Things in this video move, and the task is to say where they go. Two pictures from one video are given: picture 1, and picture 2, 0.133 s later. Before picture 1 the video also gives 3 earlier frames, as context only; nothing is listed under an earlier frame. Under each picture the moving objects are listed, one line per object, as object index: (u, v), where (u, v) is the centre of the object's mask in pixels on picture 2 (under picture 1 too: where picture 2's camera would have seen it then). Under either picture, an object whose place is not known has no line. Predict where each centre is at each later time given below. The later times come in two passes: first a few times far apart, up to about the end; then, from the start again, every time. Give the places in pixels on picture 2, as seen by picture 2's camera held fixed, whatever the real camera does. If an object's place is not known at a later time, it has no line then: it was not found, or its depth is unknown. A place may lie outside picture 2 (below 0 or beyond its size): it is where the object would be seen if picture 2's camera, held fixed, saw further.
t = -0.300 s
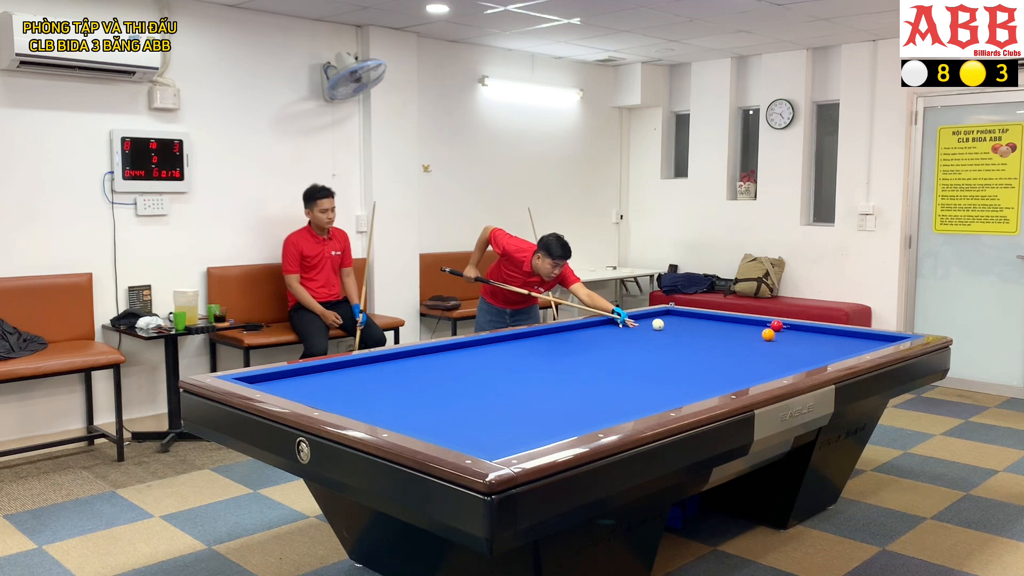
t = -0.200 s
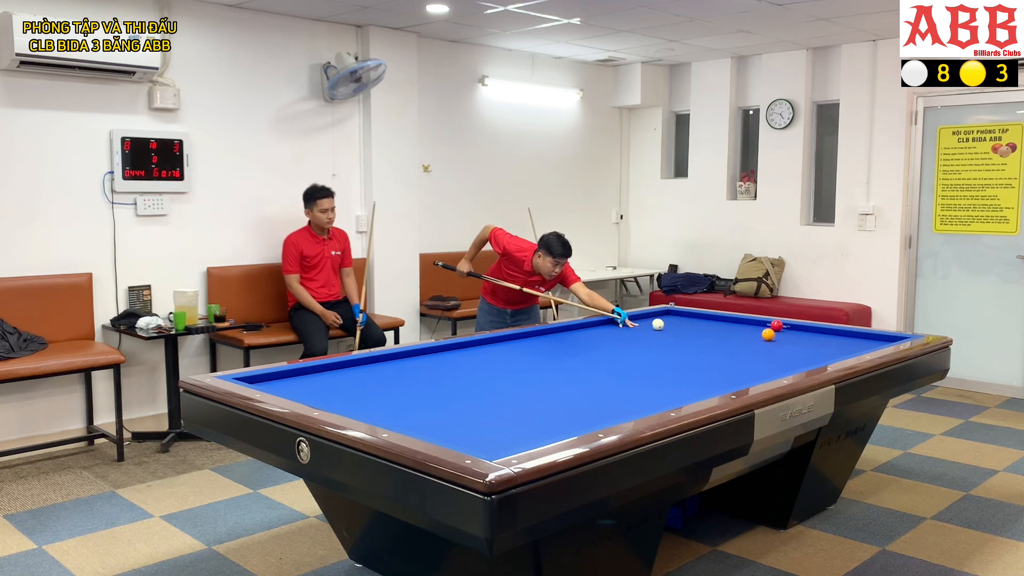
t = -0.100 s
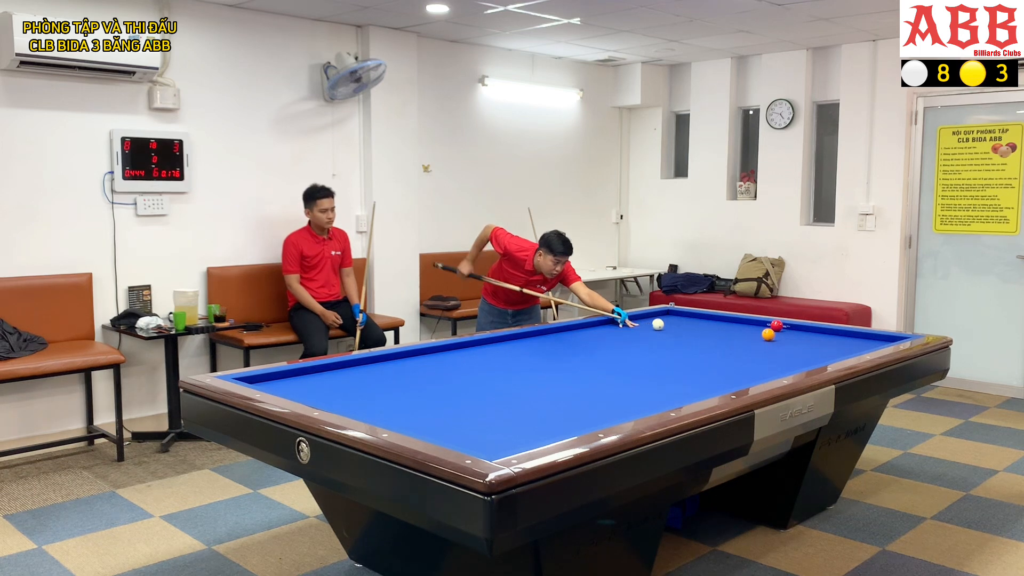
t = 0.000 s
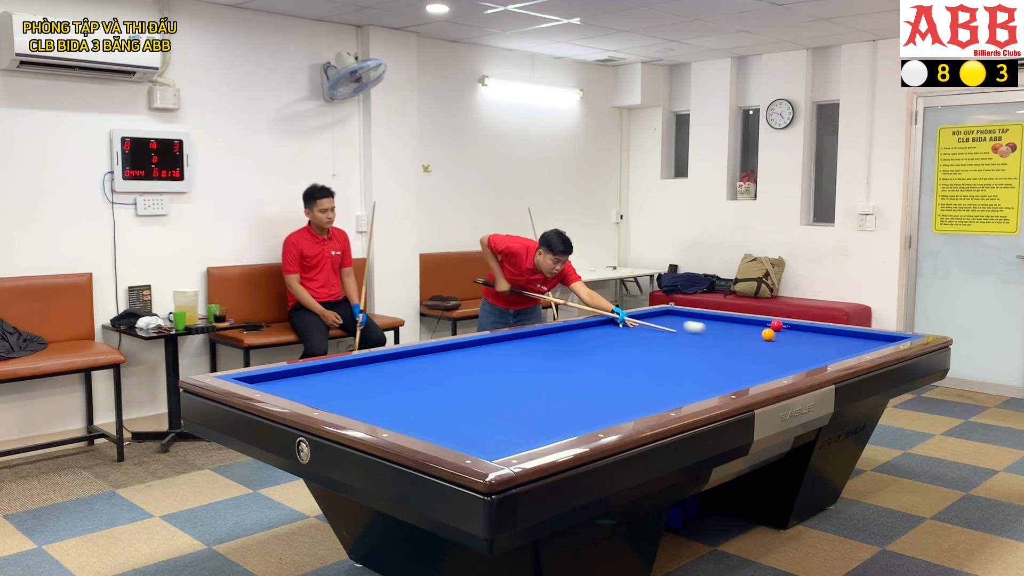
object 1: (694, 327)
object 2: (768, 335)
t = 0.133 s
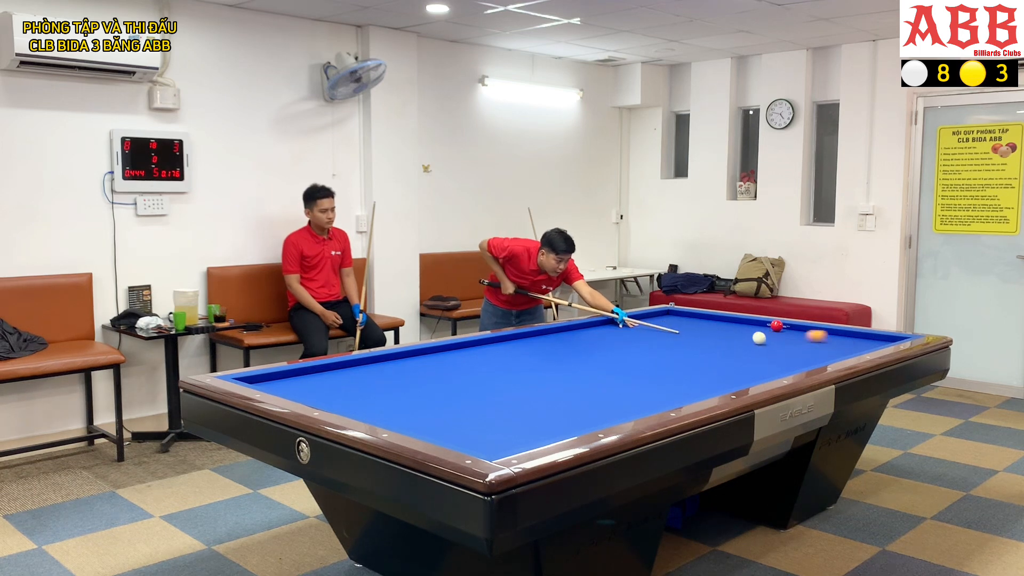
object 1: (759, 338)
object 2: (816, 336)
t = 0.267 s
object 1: (764, 347)
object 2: (897, 337)
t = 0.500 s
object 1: (763, 361)
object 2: (803, 340)
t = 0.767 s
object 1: (745, 376)
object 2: (714, 341)
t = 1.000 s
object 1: (719, 387)
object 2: (640, 341)
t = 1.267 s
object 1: (647, 403)
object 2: (556, 342)
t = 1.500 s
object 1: (578, 417)
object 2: (482, 343)
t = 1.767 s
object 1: (488, 436)
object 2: (462, 351)
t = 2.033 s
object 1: (466, 425)
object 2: (448, 360)
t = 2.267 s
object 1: (472, 408)
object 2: (435, 369)
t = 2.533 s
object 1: (477, 391)
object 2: (419, 380)
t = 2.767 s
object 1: (481, 379)
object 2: (403, 391)
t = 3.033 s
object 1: (484, 367)
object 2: (383, 405)
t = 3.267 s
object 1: (487, 357)
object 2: (372, 414)
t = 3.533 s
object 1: (489, 348)
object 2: (408, 414)
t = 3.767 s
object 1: (491, 341)
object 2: (438, 413)
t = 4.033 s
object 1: (525, 338)
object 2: (470, 411)
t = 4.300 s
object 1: (563, 336)
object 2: (501, 409)
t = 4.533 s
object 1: (594, 335)
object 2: (527, 408)
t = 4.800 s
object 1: (629, 333)
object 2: (555, 406)
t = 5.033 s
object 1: (659, 332)
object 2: (578, 405)
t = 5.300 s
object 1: (691, 330)
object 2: (604, 404)
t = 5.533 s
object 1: (718, 329)
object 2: (626, 404)
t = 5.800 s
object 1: (749, 328)
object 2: (650, 402)
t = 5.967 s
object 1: (767, 327)
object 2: (664, 401)
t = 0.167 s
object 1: (761, 340)
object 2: (843, 336)
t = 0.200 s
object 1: (762, 343)
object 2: (868, 337)
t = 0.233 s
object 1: (763, 345)
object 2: (893, 337)
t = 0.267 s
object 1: (764, 347)
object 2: (897, 337)
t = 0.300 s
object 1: (765, 349)
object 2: (884, 339)
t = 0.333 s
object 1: (765, 351)
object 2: (870, 339)
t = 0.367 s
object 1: (765, 353)
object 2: (856, 339)
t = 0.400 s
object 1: (765, 355)
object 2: (842, 340)
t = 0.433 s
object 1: (765, 357)
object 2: (828, 340)
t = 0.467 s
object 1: (764, 359)
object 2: (816, 340)
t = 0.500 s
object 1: (763, 361)
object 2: (803, 340)
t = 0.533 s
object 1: (761, 363)
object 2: (791, 340)
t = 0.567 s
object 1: (759, 365)
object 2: (779, 340)
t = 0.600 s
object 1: (757, 367)
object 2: (768, 340)
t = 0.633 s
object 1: (755, 368)
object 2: (757, 341)
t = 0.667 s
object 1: (753, 370)
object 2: (746, 341)
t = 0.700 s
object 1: (750, 372)
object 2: (735, 341)
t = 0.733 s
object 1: (747, 374)
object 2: (724, 341)
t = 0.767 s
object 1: (745, 376)
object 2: (714, 341)
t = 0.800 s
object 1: (742, 377)
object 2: (703, 341)
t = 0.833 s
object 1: (739, 379)
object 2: (693, 341)
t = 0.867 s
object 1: (737, 381)
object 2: (682, 341)
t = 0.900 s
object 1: (734, 382)
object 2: (672, 341)
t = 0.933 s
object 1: (731, 384)
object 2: (661, 341)
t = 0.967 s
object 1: (727, 386)
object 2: (650, 341)
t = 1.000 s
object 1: (719, 387)
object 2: (640, 341)
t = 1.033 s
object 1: (709, 389)
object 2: (629, 341)
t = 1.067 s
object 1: (701, 391)
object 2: (619, 341)
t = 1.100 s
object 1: (692, 393)
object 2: (608, 342)
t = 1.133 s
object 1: (684, 395)
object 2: (598, 342)
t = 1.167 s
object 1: (675, 397)
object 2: (587, 342)
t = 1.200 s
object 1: (666, 399)
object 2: (577, 342)
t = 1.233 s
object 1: (657, 401)
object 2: (566, 342)
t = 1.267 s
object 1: (647, 403)
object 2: (556, 342)
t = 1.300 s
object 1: (638, 405)
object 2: (545, 342)
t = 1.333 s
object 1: (629, 407)
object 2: (534, 342)
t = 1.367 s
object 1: (619, 409)
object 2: (524, 342)
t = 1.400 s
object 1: (609, 411)
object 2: (513, 342)
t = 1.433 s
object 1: (599, 413)
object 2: (503, 342)
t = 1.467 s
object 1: (589, 415)
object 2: (493, 342)
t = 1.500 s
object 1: (578, 417)
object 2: (482, 343)
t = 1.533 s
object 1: (568, 419)
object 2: (471, 343)
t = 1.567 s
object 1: (557, 421)
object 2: (465, 344)
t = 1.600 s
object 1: (546, 424)
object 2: (466, 345)
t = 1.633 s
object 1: (535, 426)
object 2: (466, 346)
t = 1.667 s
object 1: (524, 428)
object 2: (465, 348)
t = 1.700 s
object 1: (512, 431)
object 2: (464, 349)
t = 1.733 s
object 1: (500, 433)
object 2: (463, 350)
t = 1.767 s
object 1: (488, 436)
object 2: (462, 351)
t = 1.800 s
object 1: (476, 438)
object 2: (460, 352)
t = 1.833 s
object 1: (464, 439)
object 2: (458, 353)
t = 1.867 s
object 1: (453, 439)
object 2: (457, 354)
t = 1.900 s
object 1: (455, 437)
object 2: (455, 356)
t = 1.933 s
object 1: (458, 435)
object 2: (453, 357)
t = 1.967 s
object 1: (461, 432)
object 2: (452, 358)
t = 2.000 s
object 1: (464, 429)
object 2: (450, 359)
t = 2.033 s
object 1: (466, 425)
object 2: (448, 360)
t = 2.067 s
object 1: (467, 422)
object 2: (447, 362)
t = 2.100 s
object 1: (468, 420)
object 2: (445, 363)
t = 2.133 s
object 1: (469, 417)
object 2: (443, 364)
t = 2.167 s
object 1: (470, 414)
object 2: (441, 365)
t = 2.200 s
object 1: (471, 412)
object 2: (439, 366)
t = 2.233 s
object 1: (471, 410)
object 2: (437, 368)
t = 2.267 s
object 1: (472, 408)
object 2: (435, 369)
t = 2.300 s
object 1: (473, 405)
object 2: (433, 371)
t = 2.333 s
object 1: (474, 403)
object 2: (432, 372)
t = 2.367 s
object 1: (474, 401)
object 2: (429, 373)
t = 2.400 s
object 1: (475, 399)
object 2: (427, 375)
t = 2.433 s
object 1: (475, 397)
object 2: (425, 376)
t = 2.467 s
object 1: (476, 395)
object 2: (423, 378)
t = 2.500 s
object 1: (477, 393)
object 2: (421, 379)
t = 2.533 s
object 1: (477, 391)
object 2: (419, 380)
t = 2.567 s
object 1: (478, 389)
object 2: (417, 382)
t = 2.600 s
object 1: (478, 387)
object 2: (415, 383)
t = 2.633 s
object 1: (479, 386)
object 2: (412, 385)
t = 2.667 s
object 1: (479, 384)
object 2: (410, 387)
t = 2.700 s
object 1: (480, 382)
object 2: (408, 388)
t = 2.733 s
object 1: (480, 380)
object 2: (406, 390)
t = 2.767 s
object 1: (481, 379)
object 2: (403, 391)
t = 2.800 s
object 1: (481, 377)
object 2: (401, 393)
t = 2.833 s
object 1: (482, 375)
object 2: (398, 395)
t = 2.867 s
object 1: (482, 374)
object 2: (396, 396)
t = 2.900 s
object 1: (483, 372)
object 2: (393, 398)
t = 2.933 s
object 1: (483, 371)
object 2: (391, 400)
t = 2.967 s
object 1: (483, 369)
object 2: (388, 402)
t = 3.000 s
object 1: (484, 368)
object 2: (386, 404)
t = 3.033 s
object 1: (484, 367)
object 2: (383, 405)
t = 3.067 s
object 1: (484, 365)
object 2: (381, 407)
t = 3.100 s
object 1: (485, 364)
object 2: (378, 409)
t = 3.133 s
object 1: (485, 362)
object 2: (375, 411)
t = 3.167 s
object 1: (486, 361)
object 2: (373, 412)
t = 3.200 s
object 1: (486, 360)
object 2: (370, 413)
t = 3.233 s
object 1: (486, 358)
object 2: (368, 414)
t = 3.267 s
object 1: (487, 357)
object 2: (372, 414)
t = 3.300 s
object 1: (487, 356)
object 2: (377, 414)
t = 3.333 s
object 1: (487, 355)
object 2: (382, 415)
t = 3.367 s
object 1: (488, 354)
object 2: (387, 415)
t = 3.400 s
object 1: (488, 352)
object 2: (391, 415)
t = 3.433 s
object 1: (488, 351)
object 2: (395, 415)
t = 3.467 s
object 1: (489, 350)
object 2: (399, 415)
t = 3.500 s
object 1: (489, 349)
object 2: (404, 414)
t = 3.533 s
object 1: (489, 348)
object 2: (408, 414)
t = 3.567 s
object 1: (490, 347)
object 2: (413, 414)
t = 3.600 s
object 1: (490, 346)
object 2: (417, 414)
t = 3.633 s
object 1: (490, 345)
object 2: (421, 414)
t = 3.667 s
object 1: (490, 344)
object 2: (425, 413)
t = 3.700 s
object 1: (491, 343)
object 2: (430, 413)
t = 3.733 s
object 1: (491, 342)
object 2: (434, 413)
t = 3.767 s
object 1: (491, 341)
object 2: (438, 413)
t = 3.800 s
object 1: (492, 340)
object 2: (442, 412)
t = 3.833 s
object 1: (495, 339)
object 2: (446, 412)
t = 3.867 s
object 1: (501, 339)
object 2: (450, 412)
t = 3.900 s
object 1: (506, 339)
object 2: (454, 412)
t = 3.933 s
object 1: (511, 338)
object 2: (458, 411)
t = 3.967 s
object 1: (516, 338)
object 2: (462, 411)
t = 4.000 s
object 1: (520, 338)
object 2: (466, 411)
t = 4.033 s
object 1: (525, 338)
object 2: (470, 411)
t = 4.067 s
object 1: (530, 338)
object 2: (474, 411)
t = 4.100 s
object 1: (535, 337)
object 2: (478, 410)
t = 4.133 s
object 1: (539, 337)
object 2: (482, 410)
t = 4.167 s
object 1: (544, 337)
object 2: (486, 410)
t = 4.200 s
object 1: (549, 337)
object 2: (490, 410)
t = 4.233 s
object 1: (553, 337)
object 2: (494, 409)
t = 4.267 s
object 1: (558, 336)
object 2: (497, 410)
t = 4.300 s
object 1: (563, 336)
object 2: (501, 409)
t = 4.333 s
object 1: (567, 336)
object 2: (505, 409)
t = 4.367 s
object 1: (572, 336)
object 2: (508, 409)
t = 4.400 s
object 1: (576, 335)
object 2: (512, 409)
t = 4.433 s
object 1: (581, 335)
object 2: (516, 408)
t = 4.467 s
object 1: (585, 335)
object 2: (519, 408)
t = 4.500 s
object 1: (590, 335)
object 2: (523, 408)
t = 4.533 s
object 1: (594, 335)
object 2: (527, 408)
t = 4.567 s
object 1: (599, 334)
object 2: (530, 408)
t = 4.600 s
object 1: (603, 334)
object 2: (534, 408)
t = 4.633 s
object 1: (608, 334)
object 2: (537, 407)
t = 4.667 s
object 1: (612, 334)
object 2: (541, 407)
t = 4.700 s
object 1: (616, 334)
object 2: (544, 407)
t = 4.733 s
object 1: (621, 333)
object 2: (548, 407)
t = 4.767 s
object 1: (625, 333)
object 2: (551, 407)
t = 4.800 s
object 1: (629, 333)
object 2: (555, 406)
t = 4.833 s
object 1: (633, 333)
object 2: (558, 406)
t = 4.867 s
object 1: (638, 333)
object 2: (562, 406)
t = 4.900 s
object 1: (642, 332)
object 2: (565, 406)
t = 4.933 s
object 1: (646, 332)
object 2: (568, 406)
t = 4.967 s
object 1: (650, 332)
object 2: (572, 406)
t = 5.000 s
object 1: (655, 332)
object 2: (575, 405)
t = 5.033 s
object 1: (659, 332)
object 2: (578, 405)
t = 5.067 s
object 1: (663, 332)
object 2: (582, 405)
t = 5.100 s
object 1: (667, 331)
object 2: (585, 405)
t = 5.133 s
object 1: (671, 331)
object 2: (588, 405)
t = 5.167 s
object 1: (675, 331)
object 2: (591, 405)
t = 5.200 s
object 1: (679, 331)
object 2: (595, 405)
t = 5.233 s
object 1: (683, 331)
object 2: (598, 405)
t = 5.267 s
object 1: (687, 330)
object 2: (601, 404)
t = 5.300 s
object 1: (691, 330)
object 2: (604, 404)
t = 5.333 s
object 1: (695, 330)
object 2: (607, 404)
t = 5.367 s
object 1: (699, 330)
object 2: (610, 404)
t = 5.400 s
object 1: (703, 330)
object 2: (614, 404)
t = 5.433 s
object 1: (707, 330)
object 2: (617, 404)
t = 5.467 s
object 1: (711, 329)
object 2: (620, 404)
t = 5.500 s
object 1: (715, 329)
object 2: (623, 404)
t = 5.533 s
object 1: (718, 329)
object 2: (626, 404)
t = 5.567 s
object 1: (722, 329)
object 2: (629, 403)
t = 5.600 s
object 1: (726, 329)
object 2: (632, 403)
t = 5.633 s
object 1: (730, 329)
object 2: (635, 403)
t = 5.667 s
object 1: (734, 329)
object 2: (638, 403)
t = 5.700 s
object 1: (737, 328)
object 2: (641, 403)
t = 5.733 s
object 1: (741, 328)
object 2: (644, 403)
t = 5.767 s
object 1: (745, 328)
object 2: (647, 402)
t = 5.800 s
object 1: (749, 328)
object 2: (650, 402)
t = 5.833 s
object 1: (752, 328)
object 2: (653, 402)
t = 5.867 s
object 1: (756, 327)
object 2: (656, 401)
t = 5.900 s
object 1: (760, 327)
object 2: (658, 401)
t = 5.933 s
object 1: (763, 327)
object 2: (661, 401)
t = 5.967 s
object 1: (767, 327)
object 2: (664, 401)
